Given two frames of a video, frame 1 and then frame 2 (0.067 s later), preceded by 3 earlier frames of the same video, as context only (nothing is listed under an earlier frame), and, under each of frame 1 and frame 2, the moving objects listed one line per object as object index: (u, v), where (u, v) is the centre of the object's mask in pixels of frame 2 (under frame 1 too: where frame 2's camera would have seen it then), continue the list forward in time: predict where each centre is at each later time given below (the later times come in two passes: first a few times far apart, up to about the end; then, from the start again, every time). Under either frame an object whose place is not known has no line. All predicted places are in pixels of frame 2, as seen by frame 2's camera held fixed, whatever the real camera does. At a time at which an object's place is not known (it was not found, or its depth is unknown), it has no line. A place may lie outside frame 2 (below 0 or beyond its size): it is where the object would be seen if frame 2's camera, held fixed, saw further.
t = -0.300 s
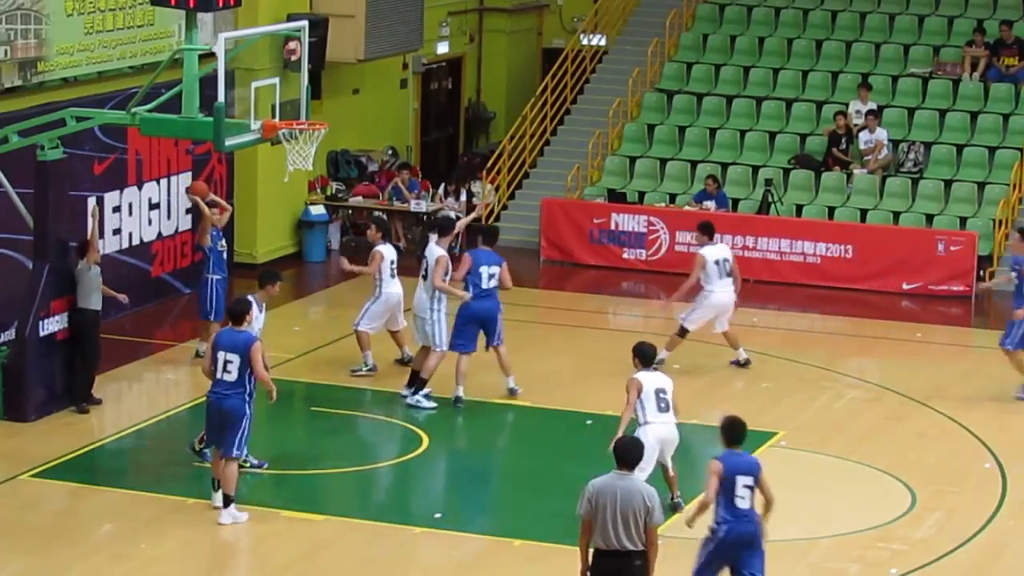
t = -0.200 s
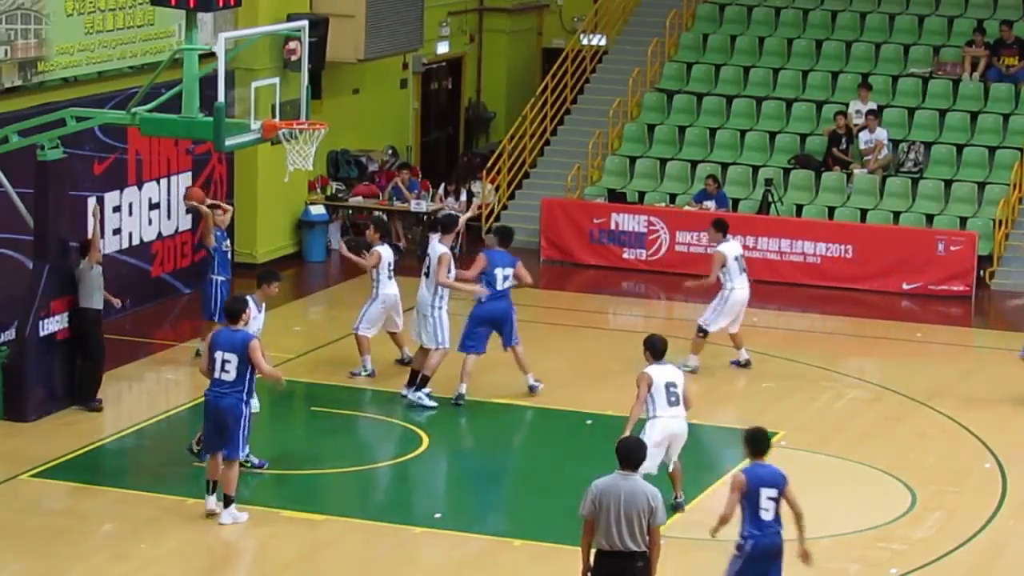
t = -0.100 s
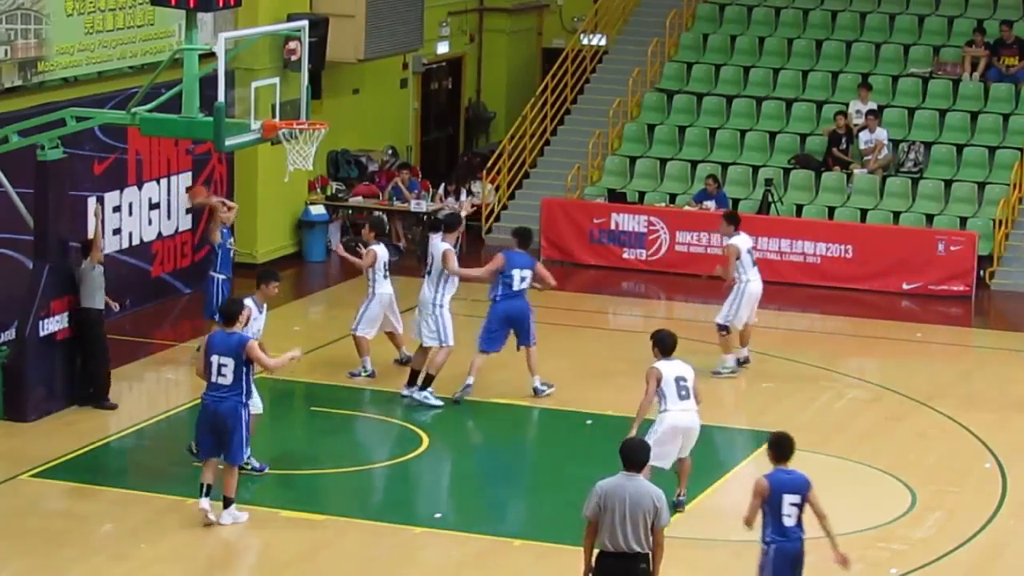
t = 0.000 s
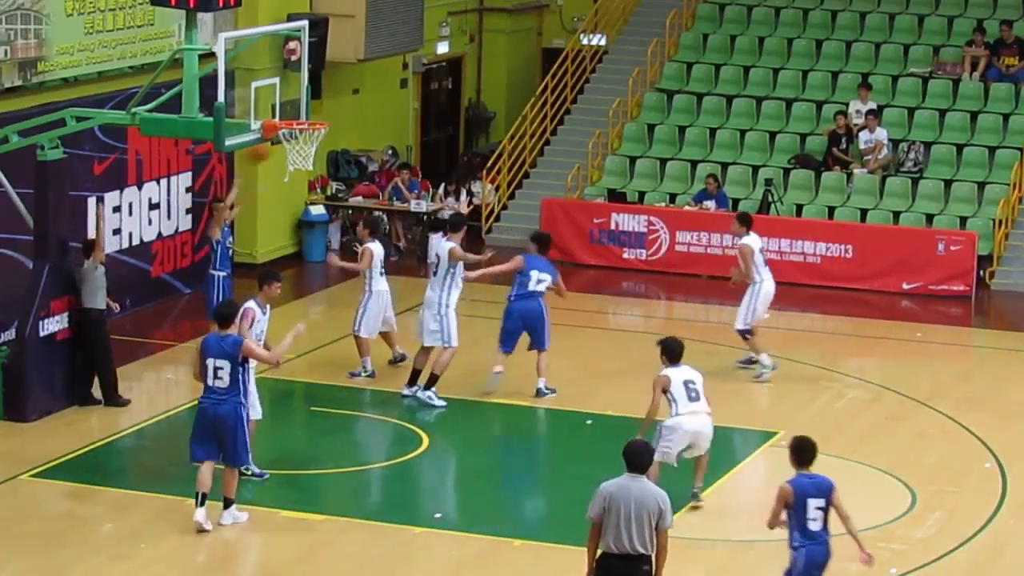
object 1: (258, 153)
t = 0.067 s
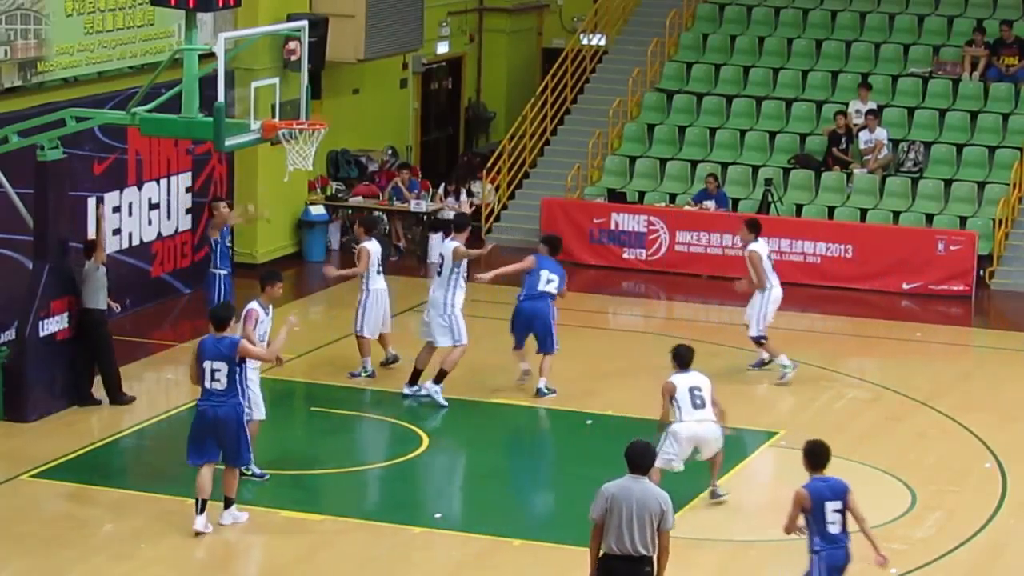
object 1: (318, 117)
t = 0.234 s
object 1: (450, 72)
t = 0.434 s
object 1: (621, 46)
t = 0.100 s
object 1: (342, 112)
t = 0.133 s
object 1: (369, 100)
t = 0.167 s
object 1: (397, 90)
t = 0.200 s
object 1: (425, 79)
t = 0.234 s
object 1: (450, 72)
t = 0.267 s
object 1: (480, 65)
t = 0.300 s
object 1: (508, 60)
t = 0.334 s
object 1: (538, 54)
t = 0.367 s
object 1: (564, 51)
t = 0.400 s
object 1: (592, 51)
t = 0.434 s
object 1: (621, 46)
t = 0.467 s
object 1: (649, 46)
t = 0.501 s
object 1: (676, 47)
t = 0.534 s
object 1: (704, 49)
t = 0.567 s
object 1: (732, 51)
